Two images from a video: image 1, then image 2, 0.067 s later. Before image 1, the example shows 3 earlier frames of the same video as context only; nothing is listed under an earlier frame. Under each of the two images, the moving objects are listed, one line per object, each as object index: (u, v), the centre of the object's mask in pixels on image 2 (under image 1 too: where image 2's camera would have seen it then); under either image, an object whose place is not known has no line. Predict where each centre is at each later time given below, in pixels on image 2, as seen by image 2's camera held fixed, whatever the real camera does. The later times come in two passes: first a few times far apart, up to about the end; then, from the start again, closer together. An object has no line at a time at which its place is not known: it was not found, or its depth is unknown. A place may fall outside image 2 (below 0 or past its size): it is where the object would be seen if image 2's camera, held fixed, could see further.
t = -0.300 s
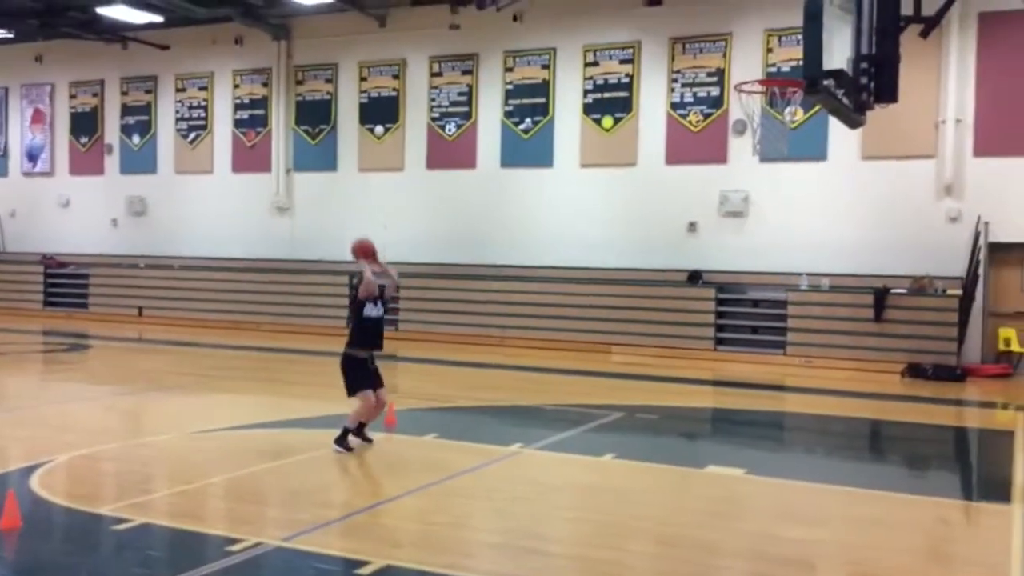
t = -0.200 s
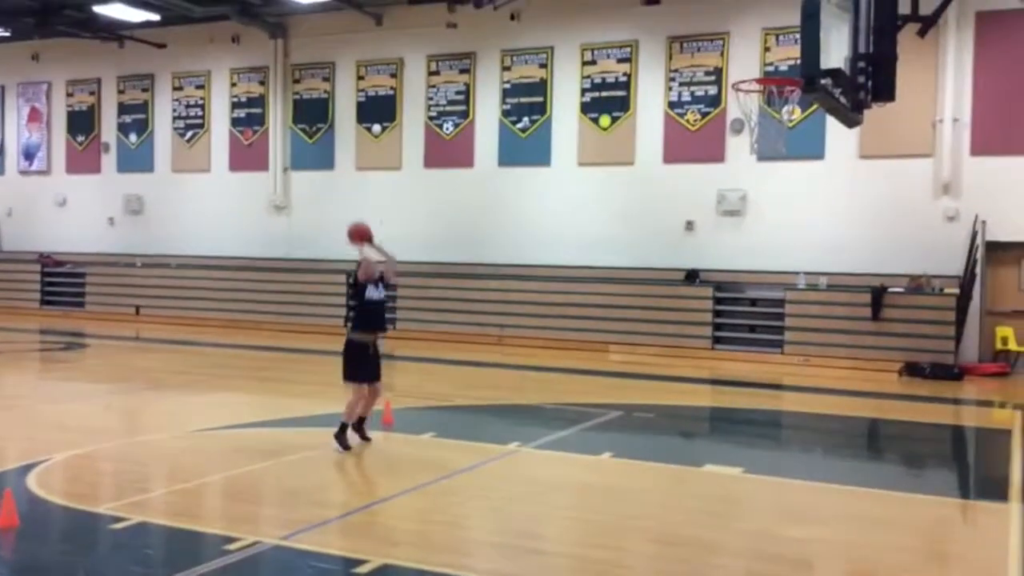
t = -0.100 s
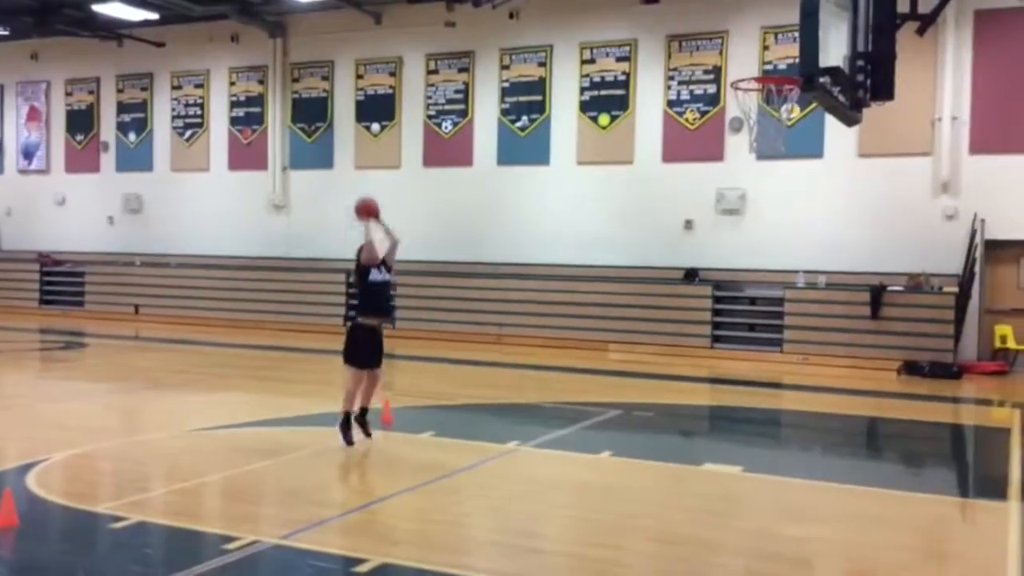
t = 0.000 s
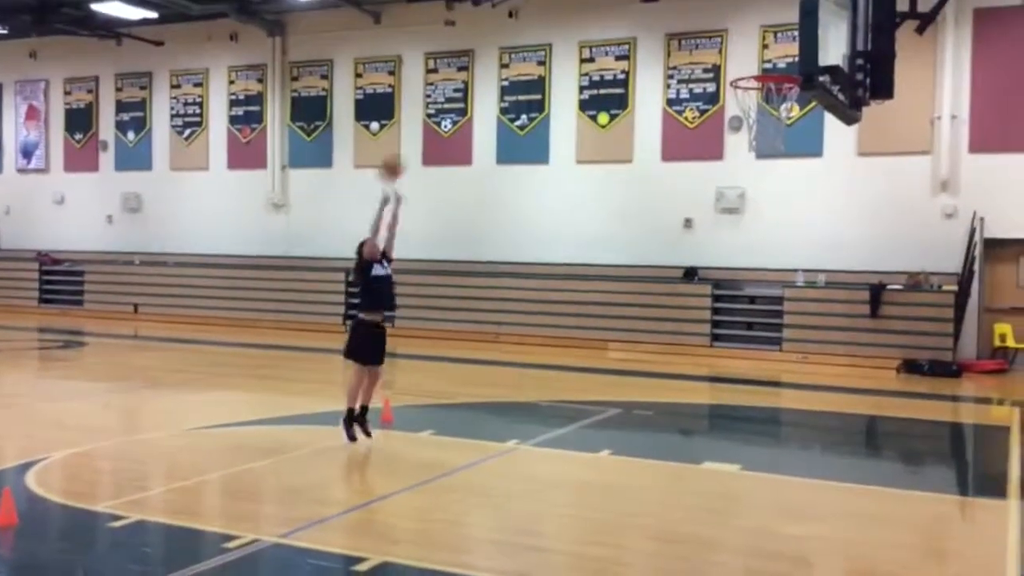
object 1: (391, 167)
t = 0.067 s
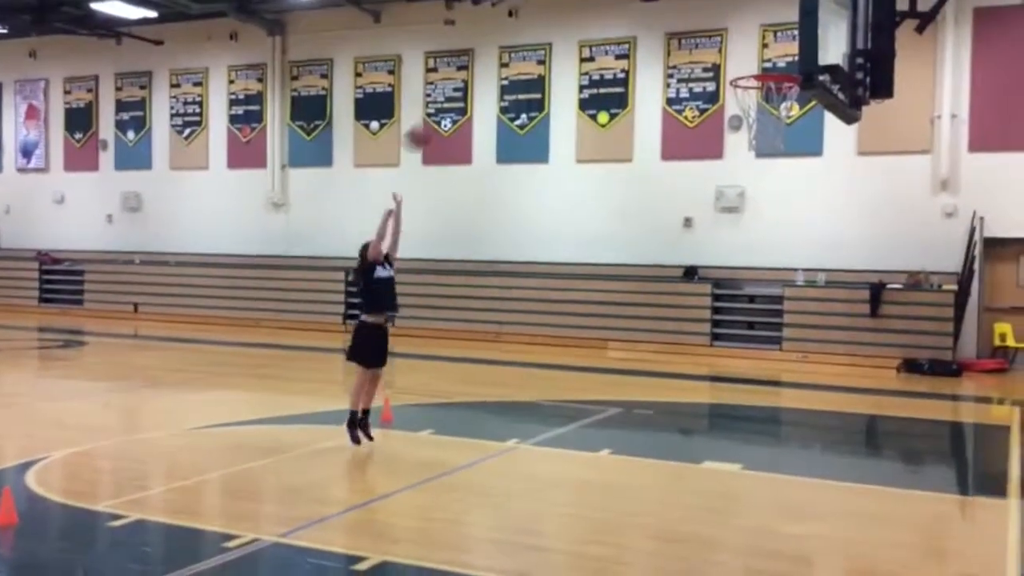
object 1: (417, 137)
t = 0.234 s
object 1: (488, 75)
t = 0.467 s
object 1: (602, 31)
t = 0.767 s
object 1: (787, 84)
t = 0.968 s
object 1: (726, 104)
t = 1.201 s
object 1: (744, 132)
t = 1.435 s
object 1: (796, 221)
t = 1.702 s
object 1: (856, 433)
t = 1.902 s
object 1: (894, 459)
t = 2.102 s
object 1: (930, 360)
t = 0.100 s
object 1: (430, 125)
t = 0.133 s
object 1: (445, 107)
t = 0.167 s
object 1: (459, 97)
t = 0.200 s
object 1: (473, 87)
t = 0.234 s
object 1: (488, 75)
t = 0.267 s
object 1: (503, 66)
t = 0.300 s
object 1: (519, 59)
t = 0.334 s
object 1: (537, 52)
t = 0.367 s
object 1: (551, 46)
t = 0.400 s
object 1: (568, 40)
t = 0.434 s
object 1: (585, 36)
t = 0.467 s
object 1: (602, 31)
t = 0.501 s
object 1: (622, 30)
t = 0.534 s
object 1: (640, 31)
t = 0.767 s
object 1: (787, 84)
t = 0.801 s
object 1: (769, 96)
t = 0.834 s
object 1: (749, 111)
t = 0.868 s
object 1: (735, 116)
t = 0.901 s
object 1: (728, 113)
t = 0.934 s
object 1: (725, 108)
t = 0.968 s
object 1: (726, 104)
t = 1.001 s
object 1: (725, 105)
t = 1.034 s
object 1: (726, 107)
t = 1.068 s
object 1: (730, 111)
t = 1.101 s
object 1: (733, 115)
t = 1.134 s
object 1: (736, 121)
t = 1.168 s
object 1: (741, 128)
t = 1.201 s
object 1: (744, 132)
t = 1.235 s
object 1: (753, 144)
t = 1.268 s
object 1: (760, 152)
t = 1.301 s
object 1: (767, 162)
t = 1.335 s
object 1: (775, 175)
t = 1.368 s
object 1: (782, 188)
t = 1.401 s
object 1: (789, 203)
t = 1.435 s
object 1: (796, 221)
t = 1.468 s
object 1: (803, 240)
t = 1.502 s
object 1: (811, 260)
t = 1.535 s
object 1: (818, 287)
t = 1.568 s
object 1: (825, 314)
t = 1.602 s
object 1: (834, 339)
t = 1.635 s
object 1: (841, 369)
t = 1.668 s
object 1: (849, 401)
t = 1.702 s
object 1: (856, 433)
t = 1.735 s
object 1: (863, 468)
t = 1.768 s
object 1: (870, 506)
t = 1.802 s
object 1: (876, 527)
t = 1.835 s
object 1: (882, 508)
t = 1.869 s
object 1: (888, 486)
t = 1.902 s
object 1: (894, 459)
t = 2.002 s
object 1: (912, 404)
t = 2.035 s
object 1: (918, 386)
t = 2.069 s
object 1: (923, 372)
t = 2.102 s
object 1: (930, 360)
